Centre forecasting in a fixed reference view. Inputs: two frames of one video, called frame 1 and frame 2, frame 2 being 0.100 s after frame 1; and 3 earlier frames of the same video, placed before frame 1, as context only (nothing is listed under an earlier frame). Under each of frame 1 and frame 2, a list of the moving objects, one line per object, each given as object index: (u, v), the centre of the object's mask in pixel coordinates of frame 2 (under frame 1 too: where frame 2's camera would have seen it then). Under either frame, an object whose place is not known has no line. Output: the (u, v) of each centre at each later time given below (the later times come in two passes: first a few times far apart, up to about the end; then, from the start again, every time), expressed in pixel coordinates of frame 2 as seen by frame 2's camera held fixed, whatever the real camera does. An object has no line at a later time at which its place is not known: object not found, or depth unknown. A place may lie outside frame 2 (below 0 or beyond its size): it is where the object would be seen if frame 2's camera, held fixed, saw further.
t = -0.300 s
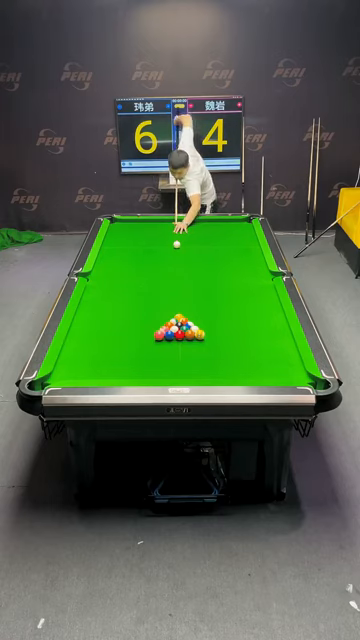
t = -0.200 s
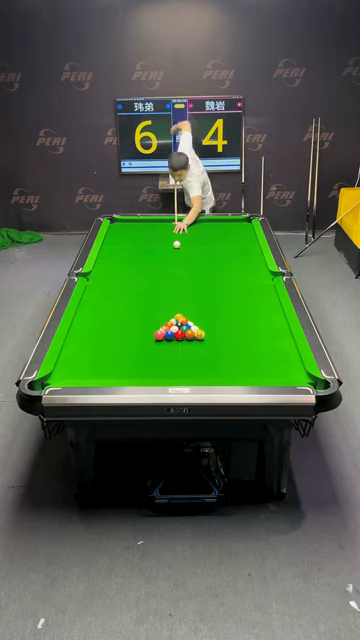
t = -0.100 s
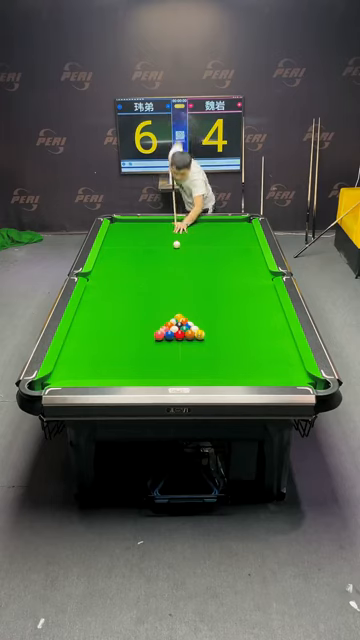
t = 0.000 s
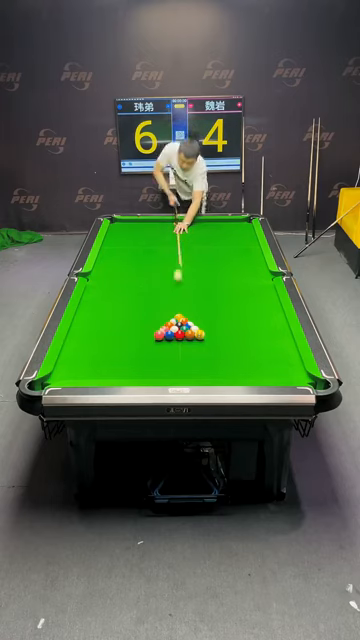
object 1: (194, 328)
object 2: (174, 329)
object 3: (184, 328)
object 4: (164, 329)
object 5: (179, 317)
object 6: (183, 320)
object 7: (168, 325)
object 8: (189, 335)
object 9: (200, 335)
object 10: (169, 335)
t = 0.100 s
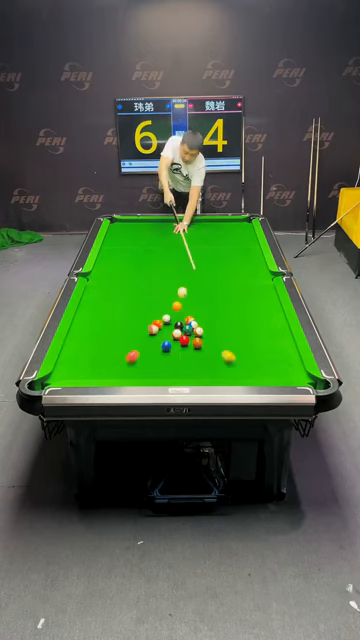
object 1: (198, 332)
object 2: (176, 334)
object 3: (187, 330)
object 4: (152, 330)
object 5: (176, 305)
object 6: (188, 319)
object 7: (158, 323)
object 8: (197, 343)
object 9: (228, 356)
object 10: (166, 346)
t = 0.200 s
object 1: (204, 334)
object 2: (181, 340)
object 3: (192, 329)
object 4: (134, 327)
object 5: (173, 294)
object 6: (196, 316)
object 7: (139, 320)
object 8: (212, 359)
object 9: (268, 360)
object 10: (159, 367)
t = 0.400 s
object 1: (216, 337)
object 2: (189, 351)
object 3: (200, 327)
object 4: (105, 323)
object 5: (167, 298)
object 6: (210, 310)
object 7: (108, 314)
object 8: (236, 370)
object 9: (266, 314)
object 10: (151, 356)
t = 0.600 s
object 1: (228, 341)
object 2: (197, 363)
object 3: (207, 325)
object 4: (77, 318)
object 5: (162, 292)
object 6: (221, 305)
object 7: (119, 312)
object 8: (251, 352)
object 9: (229, 285)
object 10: (145, 333)
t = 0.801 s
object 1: (239, 345)
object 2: (205, 373)
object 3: (215, 324)
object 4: (99, 312)
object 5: (156, 284)
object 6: (233, 299)
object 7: (127, 308)
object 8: (265, 337)
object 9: (202, 263)
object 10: (140, 313)
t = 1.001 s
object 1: (250, 348)
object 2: (211, 372)
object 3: (221, 322)
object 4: (118, 307)
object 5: (152, 276)
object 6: (243, 294)
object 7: (127, 305)
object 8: (277, 324)
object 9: (179, 245)
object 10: (142, 297)
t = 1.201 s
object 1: (261, 352)
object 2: (216, 365)
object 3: (228, 321)
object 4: (121, 304)
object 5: (147, 269)
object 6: (253, 289)
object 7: (138, 299)
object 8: (274, 313)
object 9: (160, 230)
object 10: (146, 283)
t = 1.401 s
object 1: (271, 355)
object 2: (220, 359)
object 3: (233, 320)
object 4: (124, 302)
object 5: (143, 263)
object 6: (262, 285)
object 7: (148, 294)
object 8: (263, 303)
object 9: (140, 222)
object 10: (150, 270)
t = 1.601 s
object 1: (281, 358)
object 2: (224, 353)
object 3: (238, 319)
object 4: (127, 300)
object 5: (139, 257)
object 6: (268, 281)
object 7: (155, 290)
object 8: (252, 295)
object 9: (111, 232)
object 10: (153, 258)
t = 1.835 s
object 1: (292, 362)
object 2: (227, 347)
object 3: (244, 319)
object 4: (130, 298)
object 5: (135, 250)
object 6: (261, 277)
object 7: (164, 284)
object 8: (241, 286)
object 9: (126, 242)
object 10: (156, 246)
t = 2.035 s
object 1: (296, 365)
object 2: (230, 342)
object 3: (248, 318)
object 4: (132, 297)
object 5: (141, 254)
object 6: (256, 274)
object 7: (172, 280)
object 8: (232, 279)
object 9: (133, 243)
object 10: (159, 237)
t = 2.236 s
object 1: (293, 367)
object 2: (233, 338)
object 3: (252, 317)
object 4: (135, 296)
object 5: (149, 261)
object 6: (252, 271)
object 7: (178, 276)
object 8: (225, 272)
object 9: (136, 241)
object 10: (161, 230)
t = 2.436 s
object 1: (290, 368)
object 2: (236, 334)
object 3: (255, 317)
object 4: (136, 295)
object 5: (156, 266)
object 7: (184, 273)
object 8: (218, 266)
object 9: (140, 240)
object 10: (163, 223)
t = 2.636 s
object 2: (238, 331)
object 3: (257, 317)
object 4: (138, 294)
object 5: (163, 272)
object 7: (190, 269)
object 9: (143, 239)
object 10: (164, 223)
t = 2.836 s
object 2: (239, 328)
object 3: (259, 317)
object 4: (139, 293)
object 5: (171, 277)
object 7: (195, 266)
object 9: (146, 237)
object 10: (165, 227)
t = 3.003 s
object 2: (241, 325)
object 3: (260, 316)
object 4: (140, 293)
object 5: (177, 282)
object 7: (198, 264)
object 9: (149, 237)
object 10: (165, 230)
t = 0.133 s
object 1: (200, 333)
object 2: (178, 337)
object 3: (188, 330)
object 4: (146, 329)
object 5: (175, 300)
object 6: (191, 318)
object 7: (151, 322)
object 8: (202, 348)
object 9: (248, 372)
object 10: (164, 353)
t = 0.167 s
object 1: (202, 333)
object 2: (179, 338)
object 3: (190, 329)
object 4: (140, 328)
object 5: (174, 297)
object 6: (194, 317)
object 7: (145, 321)
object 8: (207, 354)
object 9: (261, 371)
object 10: (161, 360)
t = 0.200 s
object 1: (204, 334)
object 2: (181, 340)
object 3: (192, 329)
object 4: (134, 327)
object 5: (173, 294)
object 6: (196, 316)
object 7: (139, 320)
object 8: (212, 359)
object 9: (268, 360)
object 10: (159, 367)
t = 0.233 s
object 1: (206, 334)
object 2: (182, 342)
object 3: (193, 329)
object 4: (129, 326)
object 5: (172, 294)
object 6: (199, 314)
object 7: (133, 318)
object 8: (217, 364)
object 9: (274, 351)
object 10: (157, 373)
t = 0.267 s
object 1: (208, 335)
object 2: (183, 343)
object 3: (194, 329)
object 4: (124, 325)
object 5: (171, 295)
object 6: (201, 314)
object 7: (128, 317)
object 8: (221, 370)
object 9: (279, 341)
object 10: (155, 374)
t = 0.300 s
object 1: (210, 336)
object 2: (185, 346)
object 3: (195, 328)
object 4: (119, 325)
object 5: (170, 298)
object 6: (203, 313)
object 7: (123, 317)
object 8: (226, 373)
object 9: (284, 333)
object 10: (154, 371)
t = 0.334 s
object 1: (212, 336)
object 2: (186, 347)
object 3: (197, 327)
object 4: (114, 324)
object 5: (169, 303)
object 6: (205, 312)
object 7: (118, 316)
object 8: (230, 375)
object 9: (281, 326)
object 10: (153, 365)
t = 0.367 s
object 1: (214, 337)
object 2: (187, 349)
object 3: (199, 327)
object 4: (109, 323)
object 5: (168, 301)
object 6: (207, 311)
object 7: (113, 315)
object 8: (234, 373)
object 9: (273, 319)
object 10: (152, 360)
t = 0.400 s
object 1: (216, 337)
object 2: (189, 351)
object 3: (200, 327)
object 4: (105, 323)
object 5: (167, 298)
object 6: (210, 310)
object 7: (108, 314)
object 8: (236, 370)
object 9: (266, 314)
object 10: (151, 356)
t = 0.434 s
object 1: (218, 338)
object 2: (190, 353)
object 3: (201, 326)
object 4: (99, 322)
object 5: (166, 296)
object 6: (211, 309)
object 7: (107, 314)
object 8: (239, 366)
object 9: (259, 308)
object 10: (150, 351)
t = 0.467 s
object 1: (220, 338)
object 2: (191, 354)
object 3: (203, 326)
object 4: (94, 321)
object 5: (165, 295)
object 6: (213, 308)
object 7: (109, 314)
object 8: (241, 363)
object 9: (252, 303)
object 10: (149, 348)
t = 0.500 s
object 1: (222, 339)
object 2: (193, 356)
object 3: (204, 326)
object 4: (90, 320)
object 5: (164, 296)
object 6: (216, 307)
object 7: (112, 313)
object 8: (244, 360)
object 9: (245, 298)
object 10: (148, 344)
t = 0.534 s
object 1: (224, 340)
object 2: (194, 359)
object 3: (205, 326)
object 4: (85, 319)
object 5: (163, 294)
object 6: (218, 306)
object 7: (115, 313)
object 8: (246, 358)
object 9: (239, 293)
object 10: (147, 340)
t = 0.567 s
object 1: (226, 341)
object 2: (196, 360)
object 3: (206, 326)
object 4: (80, 319)
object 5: (162, 293)
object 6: (220, 305)
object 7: (117, 312)
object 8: (249, 355)
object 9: (234, 289)
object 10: (146, 336)
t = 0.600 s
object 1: (228, 341)
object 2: (197, 363)
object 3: (207, 325)
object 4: (77, 318)
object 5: (162, 292)
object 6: (221, 305)
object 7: (119, 312)
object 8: (251, 352)
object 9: (229, 285)
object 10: (145, 333)
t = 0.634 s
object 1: (229, 342)
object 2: (198, 365)
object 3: (209, 325)
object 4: (82, 317)
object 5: (161, 291)
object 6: (223, 304)
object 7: (120, 311)
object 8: (254, 349)
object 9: (224, 281)
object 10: (144, 329)
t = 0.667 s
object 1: (231, 342)
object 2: (200, 366)
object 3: (210, 325)
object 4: (86, 316)
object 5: (160, 289)
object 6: (225, 303)
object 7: (122, 311)
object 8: (256, 347)
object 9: (220, 278)
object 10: (143, 326)
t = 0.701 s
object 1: (233, 343)
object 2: (201, 368)
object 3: (211, 324)
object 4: (90, 315)
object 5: (159, 288)
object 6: (227, 302)
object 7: (123, 310)
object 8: (259, 344)
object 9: (214, 275)
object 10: (142, 323)
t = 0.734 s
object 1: (235, 343)
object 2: (202, 371)
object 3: (213, 324)
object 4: (93, 314)
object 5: (158, 287)
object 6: (229, 301)
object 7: (124, 310)
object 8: (261, 342)
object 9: (210, 270)
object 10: (142, 319)
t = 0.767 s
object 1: (237, 344)
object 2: (204, 372)
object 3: (214, 324)
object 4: (96, 313)
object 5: (157, 285)
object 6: (231, 300)
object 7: (125, 309)
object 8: (263, 339)
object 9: (206, 267)
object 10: (141, 316)
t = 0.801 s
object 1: (239, 345)
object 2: (205, 373)
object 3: (215, 324)
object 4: (99, 312)
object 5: (156, 284)
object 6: (233, 299)
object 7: (127, 308)
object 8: (265, 337)
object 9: (202, 263)
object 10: (140, 313)
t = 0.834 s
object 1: (241, 345)
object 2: (207, 375)
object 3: (216, 324)
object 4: (103, 311)
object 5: (155, 282)
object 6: (235, 298)
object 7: (128, 308)
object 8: (267, 335)
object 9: (197, 260)
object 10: (139, 311)
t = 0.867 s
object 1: (243, 346)
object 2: (208, 375)
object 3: (217, 324)
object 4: (106, 310)
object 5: (155, 281)
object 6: (236, 297)
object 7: (129, 307)
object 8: (270, 332)
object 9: (194, 257)
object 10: (139, 307)
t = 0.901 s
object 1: (244, 346)
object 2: (209, 374)
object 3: (218, 323)
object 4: (109, 309)
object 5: (154, 280)
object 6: (238, 296)
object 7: (129, 307)
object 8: (271, 330)
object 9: (190, 254)
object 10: (139, 305)
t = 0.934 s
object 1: (246, 347)
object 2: (210, 373)
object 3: (219, 323)
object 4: (112, 308)
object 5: (153, 279)
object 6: (240, 296)
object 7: (128, 306)
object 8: (273, 328)
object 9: (186, 251)
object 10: (140, 302)
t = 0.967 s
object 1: (248, 348)
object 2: (210, 372)
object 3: (220, 323)
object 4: (115, 308)
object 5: (152, 278)
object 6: (242, 295)
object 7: (128, 306)
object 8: (275, 326)
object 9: (182, 248)
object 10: (141, 300)
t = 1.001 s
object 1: (250, 348)
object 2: (211, 372)
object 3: (221, 322)
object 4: (118, 307)
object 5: (152, 276)
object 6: (243, 294)
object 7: (127, 305)
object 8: (277, 324)
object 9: (179, 245)
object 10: (142, 297)
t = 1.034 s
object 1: (252, 349)
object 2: (212, 371)
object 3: (223, 322)
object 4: (118, 306)
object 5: (151, 275)
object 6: (245, 293)
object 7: (130, 304)
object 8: (279, 322)
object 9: (176, 242)
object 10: (142, 294)
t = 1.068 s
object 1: (254, 349)
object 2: (213, 370)
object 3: (224, 322)
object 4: (118, 306)
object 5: (150, 274)
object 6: (247, 292)
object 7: (132, 303)
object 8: (281, 320)
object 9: (172, 240)
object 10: (143, 292)
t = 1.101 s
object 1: (255, 350)
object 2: (214, 368)
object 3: (225, 322)
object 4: (119, 306)
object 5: (149, 272)
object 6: (248, 291)
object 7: (133, 302)
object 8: (280, 318)
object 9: (169, 237)
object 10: (144, 289)
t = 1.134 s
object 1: (257, 350)
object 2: (214, 367)
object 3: (226, 321)
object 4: (120, 305)
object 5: (149, 271)
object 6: (250, 291)
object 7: (135, 301)
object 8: (278, 316)
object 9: (166, 234)
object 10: (144, 287)
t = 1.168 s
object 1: (259, 351)
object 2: (215, 366)
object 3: (227, 322)
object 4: (120, 305)
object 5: (148, 270)
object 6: (252, 290)
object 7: (136, 300)
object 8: (276, 314)
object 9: (163, 232)
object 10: (145, 285)
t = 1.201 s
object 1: (261, 352)
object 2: (216, 365)
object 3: (228, 321)
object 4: (121, 304)
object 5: (147, 269)
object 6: (253, 289)
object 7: (138, 299)
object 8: (274, 313)
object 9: (160, 230)
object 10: (146, 283)
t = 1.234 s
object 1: (263, 352)
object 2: (217, 364)
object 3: (229, 321)
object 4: (122, 304)
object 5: (147, 268)
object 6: (255, 288)
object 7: (140, 299)
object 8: (272, 311)
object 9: (157, 228)
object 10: (147, 280)
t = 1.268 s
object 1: (264, 353)
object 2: (217, 363)
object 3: (230, 321)
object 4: (122, 304)
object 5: (146, 267)
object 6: (257, 287)
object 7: (141, 297)
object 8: (270, 309)
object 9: (154, 225)
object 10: (147, 278)
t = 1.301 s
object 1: (266, 353)
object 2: (218, 362)
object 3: (231, 321)
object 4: (122, 303)
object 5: (145, 266)
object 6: (258, 287)
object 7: (143, 297)
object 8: (268, 308)
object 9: (151, 223)
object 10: (148, 276)
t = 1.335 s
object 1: (268, 354)
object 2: (218, 361)
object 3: (232, 320)
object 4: (123, 303)
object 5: (144, 264)
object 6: (259, 286)
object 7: (145, 296)
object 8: (266, 306)
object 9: (148, 221)
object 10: (148, 274)
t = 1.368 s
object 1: (270, 354)
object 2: (219, 360)
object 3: (233, 320)
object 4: (124, 302)
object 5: (144, 264)
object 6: (261, 285)
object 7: (146, 295)
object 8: (264, 305)
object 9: (145, 220)
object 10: (149, 272)
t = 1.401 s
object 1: (271, 355)
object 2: (220, 359)
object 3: (233, 320)
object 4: (124, 302)
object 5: (143, 263)
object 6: (262, 285)
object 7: (148, 294)
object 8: (263, 303)
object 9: (140, 222)
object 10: (150, 270)
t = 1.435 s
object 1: (273, 356)
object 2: (220, 358)
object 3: (234, 320)
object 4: (124, 302)
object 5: (142, 262)
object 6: (264, 284)
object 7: (149, 293)
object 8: (261, 302)
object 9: (135, 224)
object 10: (150, 268)
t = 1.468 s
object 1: (274, 356)
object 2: (221, 357)
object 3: (235, 320)
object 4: (125, 301)
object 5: (142, 260)
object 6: (265, 283)
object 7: (150, 292)
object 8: (259, 300)
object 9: (131, 226)
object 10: (151, 266)
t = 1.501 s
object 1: (276, 357)
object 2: (222, 356)
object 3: (236, 320)
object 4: (126, 301)
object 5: (141, 260)
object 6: (267, 282)
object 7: (152, 292)
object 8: (257, 299)
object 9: (126, 227)
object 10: (151, 264)
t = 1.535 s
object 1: (278, 357)
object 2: (223, 355)
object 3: (237, 319)
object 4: (126, 301)
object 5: (141, 258)
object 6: (268, 282)
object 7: (153, 291)
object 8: (255, 298)
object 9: (121, 229)
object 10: (152, 262)
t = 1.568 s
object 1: (279, 358)
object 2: (223, 354)
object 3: (238, 319)
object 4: (127, 300)
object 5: (140, 258)
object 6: (268, 281)
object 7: (155, 290)
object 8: (253, 297)
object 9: (116, 231)
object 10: (152, 260)
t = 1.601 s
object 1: (281, 358)
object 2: (224, 353)
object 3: (238, 319)
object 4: (127, 300)
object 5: (139, 257)
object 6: (268, 281)
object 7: (155, 290)
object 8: (252, 295)
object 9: (111, 232)
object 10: (153, 258)
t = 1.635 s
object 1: (282, 359)
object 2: (224, 352)
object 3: (239, 319)
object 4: (127, 300)
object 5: (139, 256)
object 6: (267, 280)
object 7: (157, 289)
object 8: (250, 294)
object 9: (109, 234)
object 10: (153, 257)
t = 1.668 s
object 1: (284, 359)
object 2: (225, 351)
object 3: (240, 319)
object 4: (128, 299)
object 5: (138, 255)
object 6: (266, 279)
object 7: (158, 288)
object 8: (249, 292)
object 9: (112, 235)
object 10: (154, 255)
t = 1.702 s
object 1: (286, 360)
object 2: (225, 350)
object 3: (241, 319)
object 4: (128, 299)
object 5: (138, 254)
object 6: (265, 279)
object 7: (160, 287)
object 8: (247, 291)
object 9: (116, 236)
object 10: (154, 253)
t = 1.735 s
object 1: (288, 360)
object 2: (226, 349)
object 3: (242, 318)
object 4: (129, 299)
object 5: (137, 253)
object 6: (264, 278)
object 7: (161, 286)
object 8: (246, 290)
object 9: (119, 238)
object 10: (155, 252)
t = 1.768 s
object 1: (289, 361)
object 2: (226, 349)
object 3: (243, 319)
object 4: (129, 299)
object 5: (136, 252)
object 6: (263, 278)
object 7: (162, 286)
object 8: (244, 289)
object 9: (121, 239)
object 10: (155, 250)
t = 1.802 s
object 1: (290, 361)
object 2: (227, 348)
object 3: (244, 319)
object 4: (130, 298)
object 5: (136, 251)
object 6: (262, 277)
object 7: (164, 285)
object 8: (242, 287)
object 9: (124, 241)
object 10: (155, 248)
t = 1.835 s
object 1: (292, 362)
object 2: (227, 347)
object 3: (244, 319)
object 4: (130, 298)
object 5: (135, 250)
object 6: (261, 277)
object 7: (164, 284)
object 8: (241, 286)
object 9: (126, 242)
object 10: (156, 246)
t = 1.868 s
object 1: (293, 363)
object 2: (228, 346)
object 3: (245, 318)
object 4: (130, 298)
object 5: (135, 249)
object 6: (260, 276)
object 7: (166, 283)
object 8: (239, 285)
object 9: (128, 243)
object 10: (156, 245)
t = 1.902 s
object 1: (295, 363)
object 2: (228, 345)
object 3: (245, 318)
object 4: (131, 298)
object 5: (135, 249)
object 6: (259, 276)
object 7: (166, 283)
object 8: (238, 283)
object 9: (131, 244)
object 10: (157, 243)
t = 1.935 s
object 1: (296, 363)
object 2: (229, 344)
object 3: (246, 318)
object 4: (131, 298)
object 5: (136, 250)
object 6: (259, 276)
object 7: (168, 282)
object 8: (237, 282)
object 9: (131, 244)
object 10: (157, 242)
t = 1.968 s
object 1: (298, 364)
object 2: (229, 344)
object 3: (247, 318)
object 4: (132, 297)
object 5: (138, 252)
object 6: (258, 275)
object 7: (169, 281)
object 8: (235, 281)
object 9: (132, 244)
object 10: (158, 240)
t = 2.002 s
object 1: (297, 364)
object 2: (230, 343)
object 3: (247, 318)
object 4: (132, 297)
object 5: (139, 253)
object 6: (257, 275)
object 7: (170, 281)
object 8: (234, 280)
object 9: (132, 243)
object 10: (158, 239)
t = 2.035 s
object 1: (296, 365)
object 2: (230, 342)
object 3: (248, 318)
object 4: (132, 297)
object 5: (141, 254)
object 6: (256, 274)
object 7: (172, 280)
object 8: (232, 279)
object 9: (133, 243)
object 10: (159, 237)
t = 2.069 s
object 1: (295, 365)
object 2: (231, 341)
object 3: (248, 318)
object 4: (133, 297)
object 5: (142, 255)
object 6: (256, 274)
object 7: (173, 279)
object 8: (231, 278)
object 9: (133, 242)
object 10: (159, 236)
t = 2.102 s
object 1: (295, 365)
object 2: (231, 341)
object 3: (249, 317)
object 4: (133, 297)
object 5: (144, 257)
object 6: (255, 273)
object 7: (174, 279)
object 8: (230, 276)
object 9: (134, 242)
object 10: (160, 234)
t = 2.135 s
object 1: (294, 365)
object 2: (232, 340)
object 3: (250, 317)
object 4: (133, 296)
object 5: (145, 257)
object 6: (254, 273)
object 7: (175, 278)
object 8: (229, 276)
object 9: (134, 242)
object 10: (160, 233)
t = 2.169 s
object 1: (294, 366)
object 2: (232, 339)
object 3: (251, 317)
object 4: (134, 296)
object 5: (146, 259)
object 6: (254, 272)
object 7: (176, 277)
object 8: (227, 274)
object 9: (135, 241)
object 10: (160, 232)
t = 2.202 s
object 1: (293, 367)
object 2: (233, 339)
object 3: (251, 317)
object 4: (134, 296)
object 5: (148, 260)
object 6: (253, 272)
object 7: (177, 277)
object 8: (226, 273)
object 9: (135, 241)
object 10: (160, 231)
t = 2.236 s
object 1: (293, 367)
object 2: (233, 338)
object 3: (252, 317)
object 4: (135, 296)
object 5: (149, 261)
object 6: (252, 271)
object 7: (178, 276)
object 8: (225, 272)
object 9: (136, 241)
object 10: (161, 230)
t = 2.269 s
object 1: (292, 367)
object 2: (234, 337)
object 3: (252, 317)
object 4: (135, 296)
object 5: (150, 262)
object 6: (251, 271)
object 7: (179, 276)
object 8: (223, 271)
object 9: (137, 241)
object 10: (162, 228)
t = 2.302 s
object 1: (291, 367)
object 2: (234, 337)
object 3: (252, 317)
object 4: (135, 295)
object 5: (151, 263)
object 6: (251, 271)
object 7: (180, 275)
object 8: (222, 270)
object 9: (137, 240)
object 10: (162, 227)
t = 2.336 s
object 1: (291, 367)
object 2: (234, 336)
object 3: (253, 317)
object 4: (135, 295)
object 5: (152, 263)
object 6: (250, 270)
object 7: (181, 274)
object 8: (221, 269)
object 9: (138, 240)
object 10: (162, 226)
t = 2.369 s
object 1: (290, 368)
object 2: (235, 335)
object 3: (254, 317)
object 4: (136, 295)
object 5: (153, 264)
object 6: (249, 269)
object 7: (182, 274)
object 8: (220, 268)
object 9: (138, 240)
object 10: (162, 225)
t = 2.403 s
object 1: (290, 368)
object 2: (235, 334)
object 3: (254, 317)
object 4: (136, 295)
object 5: (155, 265)
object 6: (248, 269)
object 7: (183, 273)
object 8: (219, 267)
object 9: (139, 240)
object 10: (163, 224)
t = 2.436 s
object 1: (290, 368)
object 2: (236, 334)
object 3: (255, 317)
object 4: (136, 295)
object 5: (156, 266)
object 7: (184, 273)
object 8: (218, 266)
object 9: (140, 240)
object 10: (163, 223)
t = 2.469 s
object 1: (289, 368)
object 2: (236, 333)
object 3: (255, 317)
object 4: (137, 295)
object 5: (157, 267)
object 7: (185, 272)
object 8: (217, 265)
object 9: (141, 239)
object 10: (164, 221)
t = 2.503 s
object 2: (236, 333)
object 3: (255, 317)
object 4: (137, 294)
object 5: (158, 268)
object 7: (186, 272)
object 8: (216, 264)
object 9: (141, 239)
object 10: (164, 221)
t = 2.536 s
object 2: (237, 332)
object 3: (256, 317)
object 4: (137, 294)
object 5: (159, 269)
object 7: (187, 271)
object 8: (214, 263)
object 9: (142, 239)
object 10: (164, 220)
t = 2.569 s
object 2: (237, 332)
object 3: (256, 317)
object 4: (138, 294)
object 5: (161, 270)
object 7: (188, 271)
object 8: (213, 262)
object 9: (142, 239)
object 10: (164, 221)
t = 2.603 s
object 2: (237, 331)
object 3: (257, 317)
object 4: (138, 294)
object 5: (162, 271)
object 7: (189, 270)
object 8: (212, 261)
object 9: (143, 239)
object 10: (164, 222)
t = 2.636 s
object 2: (238, 331)
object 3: (257, 317)
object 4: (138, 294)
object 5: (163, 272)
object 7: (190, 269)
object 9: (143, 239)
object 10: (164, 223)
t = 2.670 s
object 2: (238, 330)
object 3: (257, 316)
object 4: (138, 294)
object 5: (164, 273)
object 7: (190, 269)
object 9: (144, 238)
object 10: (164, 223)
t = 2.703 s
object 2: (239, 330)
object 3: (258, 316)
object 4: (139, 294)
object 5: (165, 273)
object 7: (191, 268)
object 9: (144, 238)
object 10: (164, 224)
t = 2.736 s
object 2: (239, 329)
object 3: (258, 317)
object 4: (139, 294)
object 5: (167, 274)
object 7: (192, 268)
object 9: (145, 238)
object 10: (164, 225)
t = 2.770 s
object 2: (239, 328)
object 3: (259, 317)
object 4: (139, 293)
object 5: (168, 276)
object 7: (193, 268)
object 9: (145, 238)
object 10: (165, 226)
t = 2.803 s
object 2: (239, 328)
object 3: (259, 316)
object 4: (139, 293)
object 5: (169, 276)
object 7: (194, 267)
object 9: (146, 238)
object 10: (165, 226)
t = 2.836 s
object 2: (239, 328)
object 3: (259, 317)
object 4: (139, 293)
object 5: (171, 277)
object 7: (195, 266)
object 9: (146, 237)
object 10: (165, 227)
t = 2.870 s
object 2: (240, 327)
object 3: (259, 316)
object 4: (139, 293)
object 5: (172, 278)
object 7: (195, 266)
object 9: (147, 237)
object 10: (165, 228)
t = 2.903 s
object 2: (240, 327)
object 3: (259, 316)
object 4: (139, 293)
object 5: (173, 279)
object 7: (196, 265)
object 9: (148, 237)
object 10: (165, 228)
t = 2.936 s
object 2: (241, 326)
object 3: (260, 316)
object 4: (140, 293)
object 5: (175, 280)
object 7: (197, 265)
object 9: (148, 237)
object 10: (165, 228)
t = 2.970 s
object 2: (241, 326)
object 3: (260, 316)
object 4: (140, 293)
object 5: (176, 281)
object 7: (198, 265)
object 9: (149, 237)
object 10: (165, 229)
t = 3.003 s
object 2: (241, 325)
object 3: (260, 316)
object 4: (140, 293)
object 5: (177, 282)
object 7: (198, 264)
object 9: (149, 237)
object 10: (165, 230)
